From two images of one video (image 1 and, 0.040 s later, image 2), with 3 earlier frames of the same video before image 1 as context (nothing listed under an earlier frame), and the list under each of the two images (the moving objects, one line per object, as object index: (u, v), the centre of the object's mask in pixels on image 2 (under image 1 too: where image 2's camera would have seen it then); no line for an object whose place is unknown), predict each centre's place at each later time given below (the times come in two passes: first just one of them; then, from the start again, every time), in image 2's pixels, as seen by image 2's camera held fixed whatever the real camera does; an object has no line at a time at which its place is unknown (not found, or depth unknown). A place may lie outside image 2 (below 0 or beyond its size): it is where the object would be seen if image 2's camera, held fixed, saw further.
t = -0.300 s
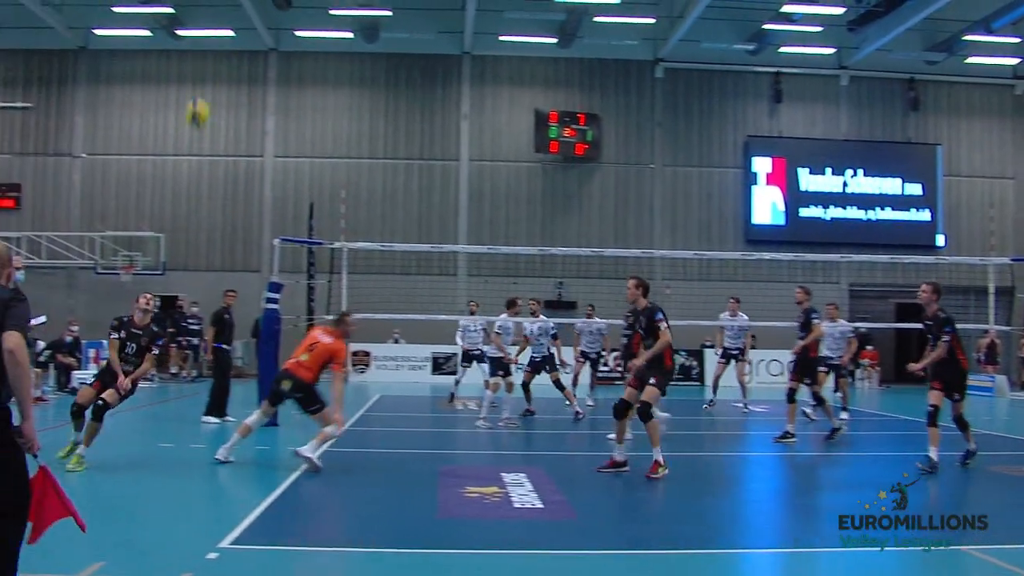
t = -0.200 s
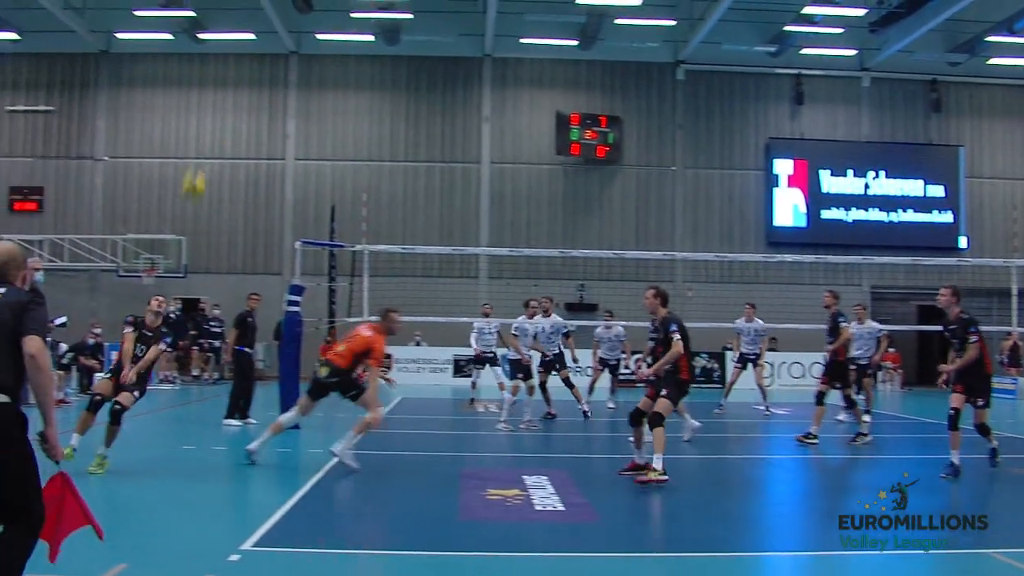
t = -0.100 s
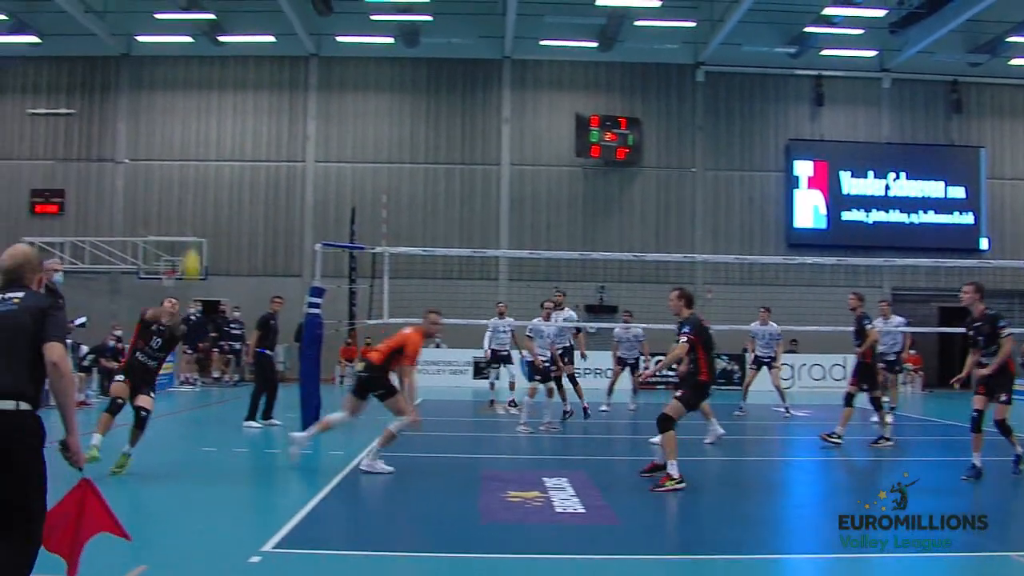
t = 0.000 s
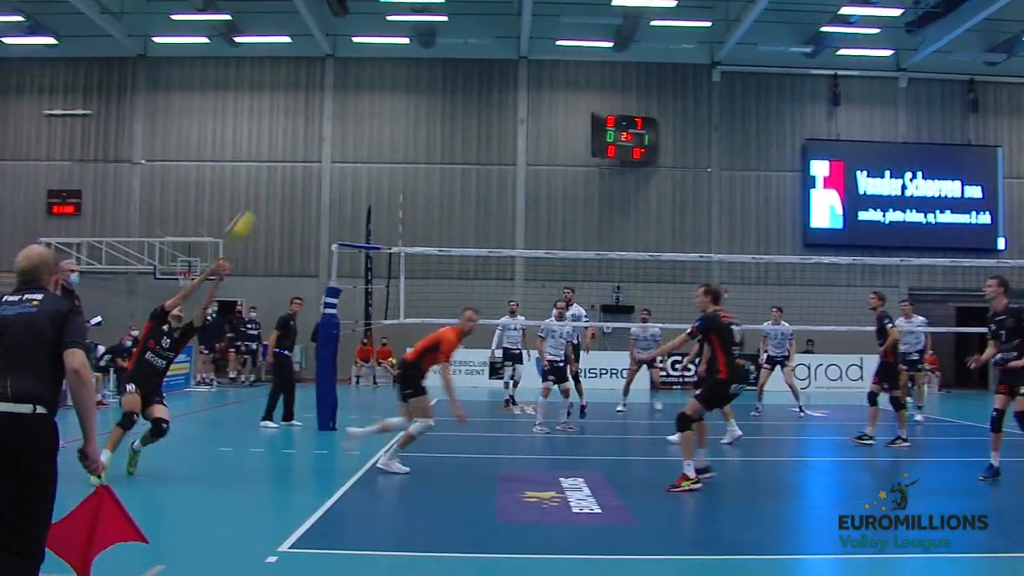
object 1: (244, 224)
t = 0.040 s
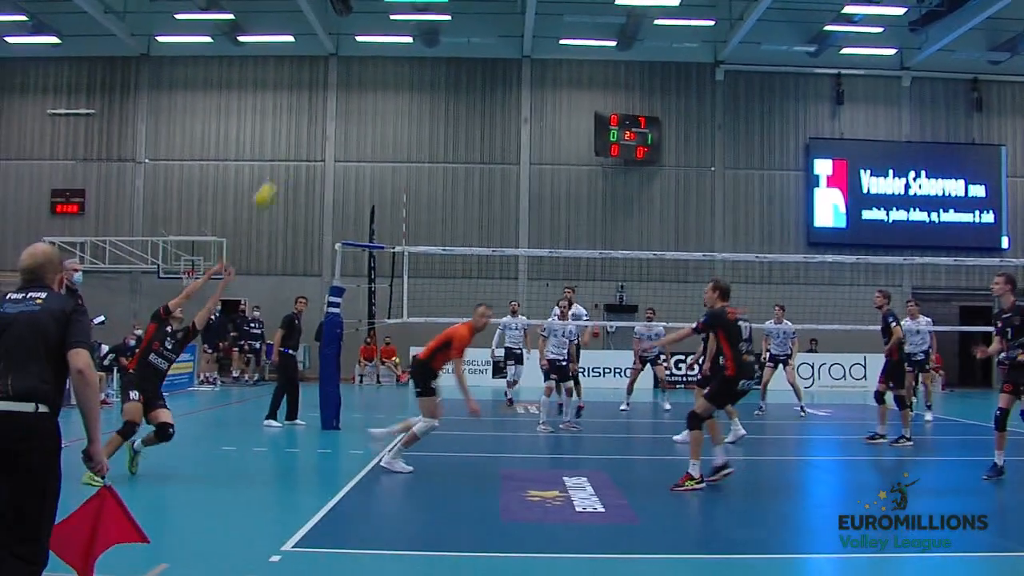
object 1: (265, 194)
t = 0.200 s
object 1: (336, 108)
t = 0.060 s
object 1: (274, 181)
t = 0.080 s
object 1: (283, 168)
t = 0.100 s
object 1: (294, 157)
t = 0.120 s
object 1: (303, 146)
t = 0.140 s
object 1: (311, 136)
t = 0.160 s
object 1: (316, 124)
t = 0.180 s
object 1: (330, 118)
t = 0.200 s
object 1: (336, 108)
